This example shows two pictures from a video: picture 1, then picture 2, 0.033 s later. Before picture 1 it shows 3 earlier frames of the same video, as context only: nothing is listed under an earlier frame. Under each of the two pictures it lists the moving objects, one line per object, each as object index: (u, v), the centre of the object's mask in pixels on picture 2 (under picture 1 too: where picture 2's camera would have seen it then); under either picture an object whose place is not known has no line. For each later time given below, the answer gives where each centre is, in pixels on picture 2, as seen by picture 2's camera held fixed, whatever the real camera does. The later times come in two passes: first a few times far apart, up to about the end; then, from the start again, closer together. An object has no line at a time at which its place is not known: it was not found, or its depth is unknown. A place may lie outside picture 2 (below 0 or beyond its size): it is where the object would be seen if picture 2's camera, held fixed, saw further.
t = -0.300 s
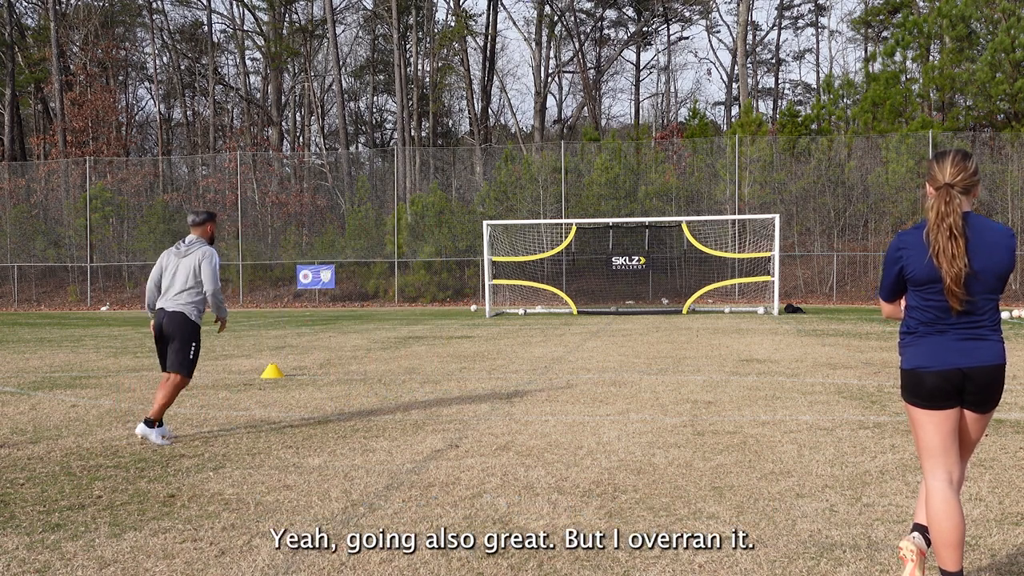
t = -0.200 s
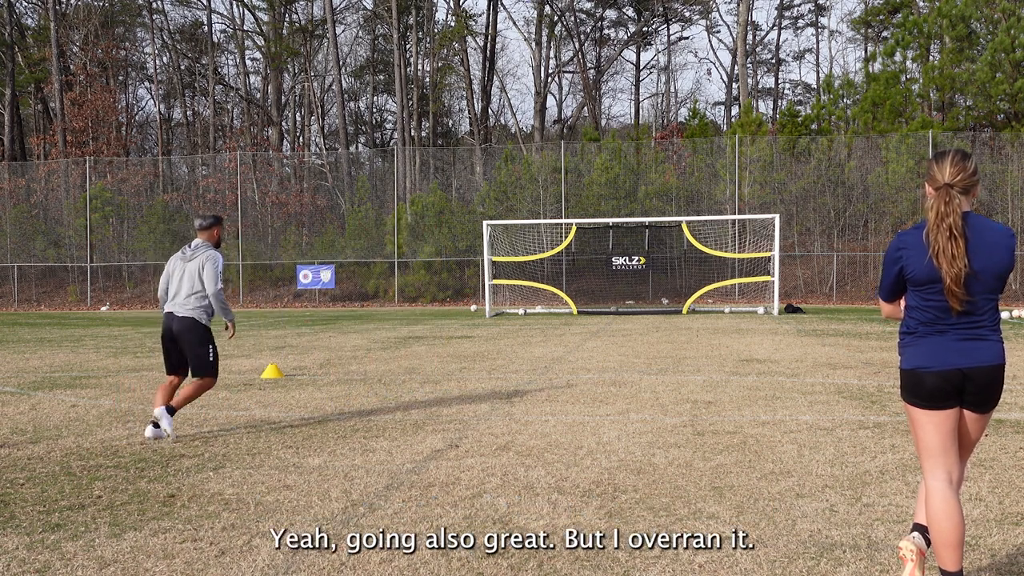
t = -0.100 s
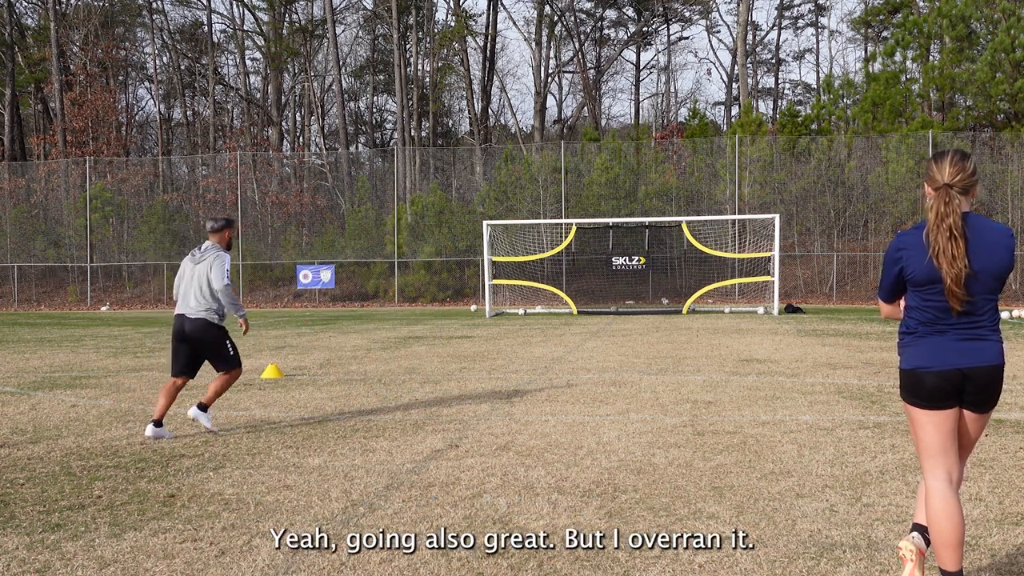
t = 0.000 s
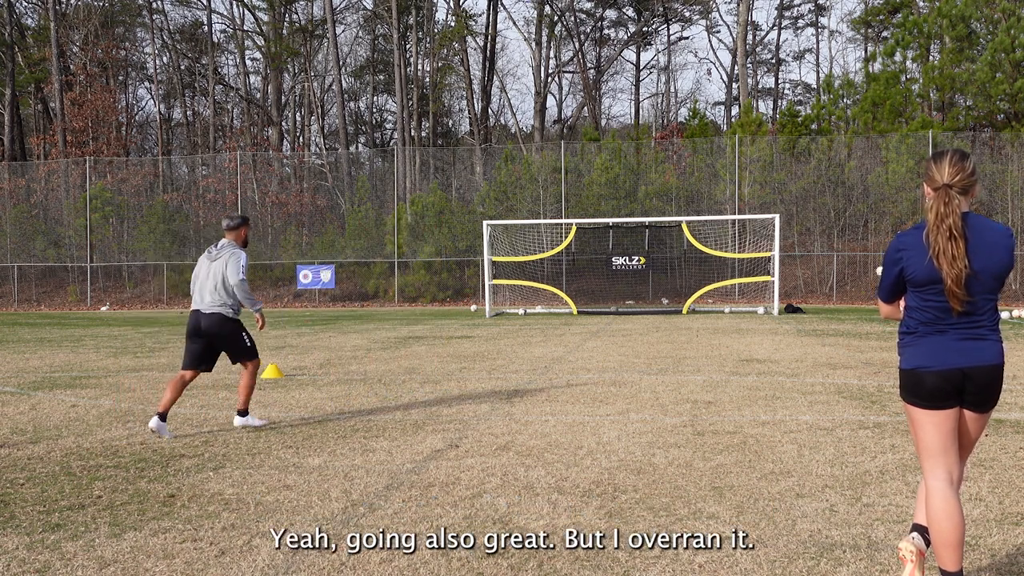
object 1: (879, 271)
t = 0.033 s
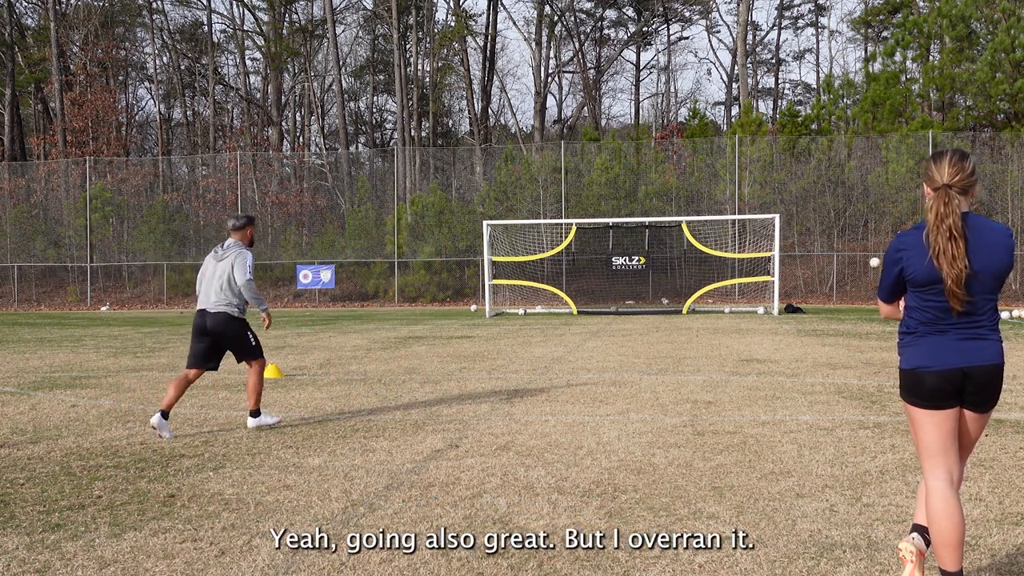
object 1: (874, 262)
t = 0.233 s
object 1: (836, 212)
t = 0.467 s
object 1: (784, 160)
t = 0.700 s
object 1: (724, 120)
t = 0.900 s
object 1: (661, 97)
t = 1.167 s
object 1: (556, 98)
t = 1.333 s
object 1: (468, 125)
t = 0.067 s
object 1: (868, 254)
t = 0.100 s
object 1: (862, 245)
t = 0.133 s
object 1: (855, 237)
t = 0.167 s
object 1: (849, 228)
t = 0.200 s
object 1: (842, 220)
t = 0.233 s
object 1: (836, 212)
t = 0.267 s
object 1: (829, 204)
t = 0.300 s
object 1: (822, 196)
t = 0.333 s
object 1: (815, 189)
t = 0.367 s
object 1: (807, 181)
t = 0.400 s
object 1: (800, 173)
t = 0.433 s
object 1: (792, 167)
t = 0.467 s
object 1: (784, 160)
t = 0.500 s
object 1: (776, 153)
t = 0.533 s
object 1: (768, 147)
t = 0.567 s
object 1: (760, 140)
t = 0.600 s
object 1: (752, 135)
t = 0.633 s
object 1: (742, 129)
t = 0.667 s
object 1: (733, 124)
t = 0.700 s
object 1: (724, 120)
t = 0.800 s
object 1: (695, 107)
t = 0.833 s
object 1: (684, 103)
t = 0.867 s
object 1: (672, 100)
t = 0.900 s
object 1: (661, 97)
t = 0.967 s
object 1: (638, 94)
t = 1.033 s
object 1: (612, 92)
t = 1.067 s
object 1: (599, 92)
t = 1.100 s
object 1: (585, 93)
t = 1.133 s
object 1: (570, 95)
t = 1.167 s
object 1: (556, 98)
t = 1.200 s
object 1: (540, 101)
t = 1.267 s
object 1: (505, 111)
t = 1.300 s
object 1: (488, 117)
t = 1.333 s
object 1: (468, 125)
